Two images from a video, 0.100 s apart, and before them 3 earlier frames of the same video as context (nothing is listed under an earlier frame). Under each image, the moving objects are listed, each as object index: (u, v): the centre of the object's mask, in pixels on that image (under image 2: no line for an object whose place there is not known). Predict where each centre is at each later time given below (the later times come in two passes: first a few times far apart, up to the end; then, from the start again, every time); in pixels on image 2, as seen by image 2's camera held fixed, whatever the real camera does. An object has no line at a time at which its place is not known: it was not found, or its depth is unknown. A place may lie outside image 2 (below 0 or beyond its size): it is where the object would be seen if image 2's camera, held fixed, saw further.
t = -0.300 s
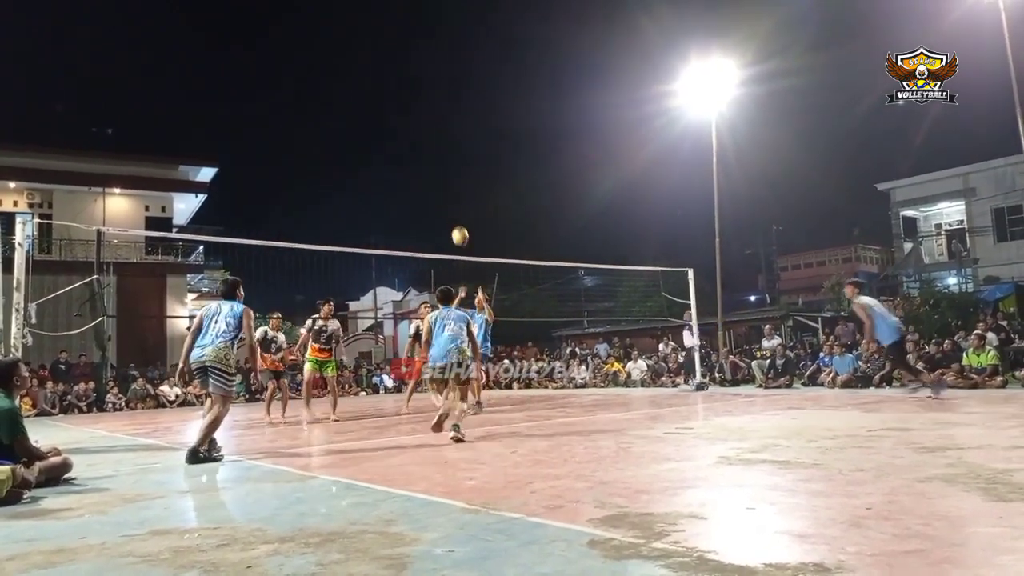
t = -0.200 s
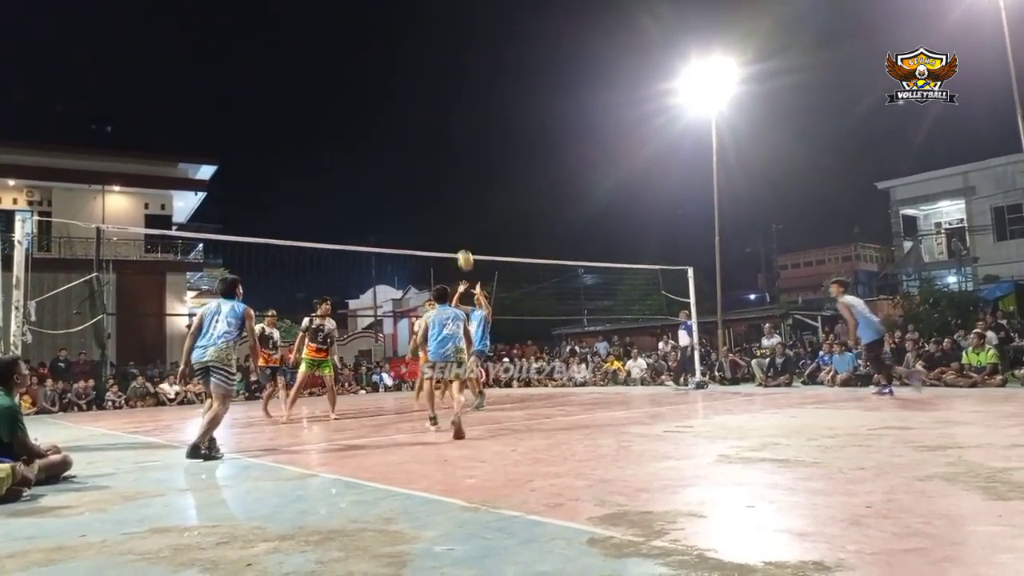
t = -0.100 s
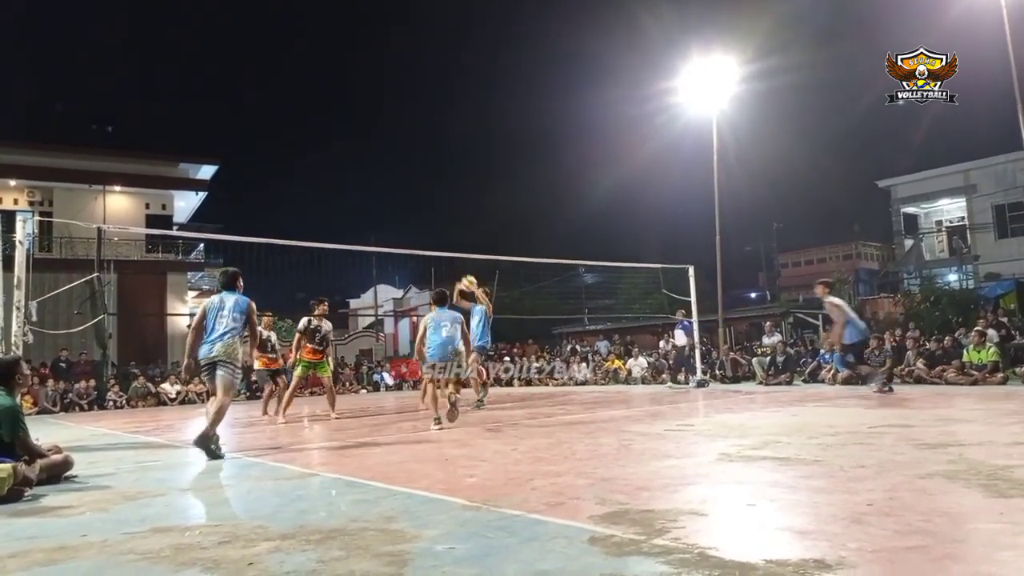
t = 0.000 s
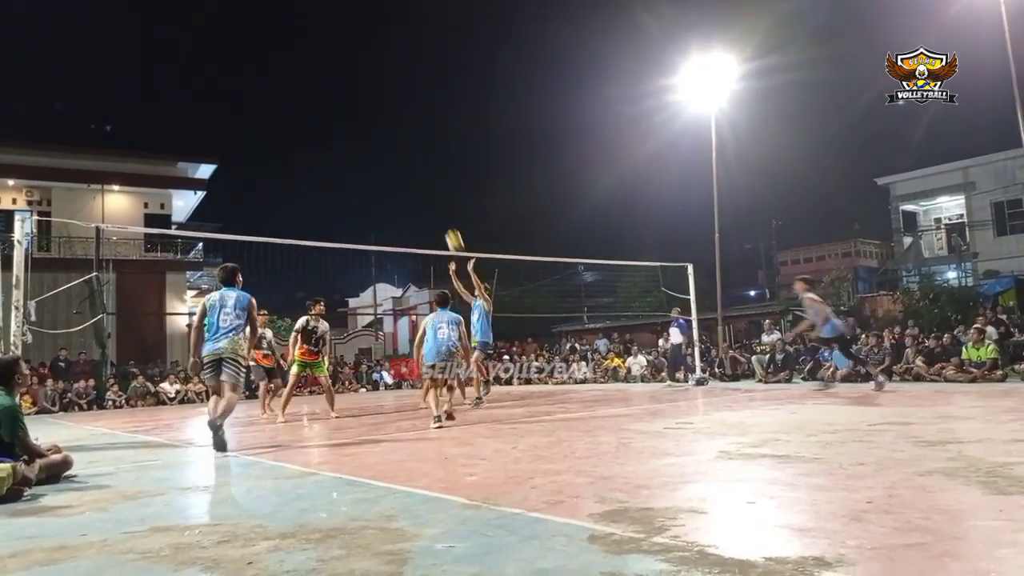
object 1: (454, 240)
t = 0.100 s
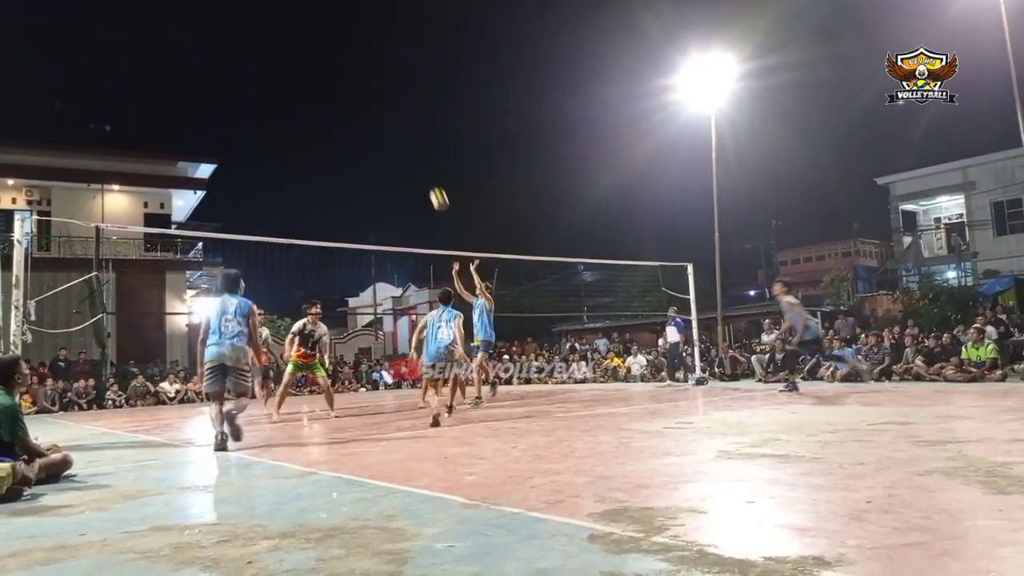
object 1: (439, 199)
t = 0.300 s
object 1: (410, 134)
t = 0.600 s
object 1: (369, 87)
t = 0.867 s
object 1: (332, 100)
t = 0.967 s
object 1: (318, 119)
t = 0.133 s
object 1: (434, 186)
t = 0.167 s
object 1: (429, 174)
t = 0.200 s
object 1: (424, 163)
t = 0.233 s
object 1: (419, 152)
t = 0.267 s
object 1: (415, 143)
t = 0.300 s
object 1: (410, 134)
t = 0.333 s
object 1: (405, 126)
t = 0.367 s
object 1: (401, 119)
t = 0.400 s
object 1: (396, 111)
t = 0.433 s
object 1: (391, 105)
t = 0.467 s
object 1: (387, 100)
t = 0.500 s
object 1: (382, 95)
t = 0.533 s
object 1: (378, 92)
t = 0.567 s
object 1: (373, 89)
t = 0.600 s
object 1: (369, 87)
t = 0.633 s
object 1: (364, 86)
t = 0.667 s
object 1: (360, 85)
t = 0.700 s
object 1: (355, 85)
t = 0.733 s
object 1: (351, 86)
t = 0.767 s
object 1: (346, 88)
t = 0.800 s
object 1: (341, 91)
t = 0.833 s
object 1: (336, 95)
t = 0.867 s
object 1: (332, 100)
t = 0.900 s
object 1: (327, 105)
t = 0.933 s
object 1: (323, 111)
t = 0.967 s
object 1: (318, 119)
